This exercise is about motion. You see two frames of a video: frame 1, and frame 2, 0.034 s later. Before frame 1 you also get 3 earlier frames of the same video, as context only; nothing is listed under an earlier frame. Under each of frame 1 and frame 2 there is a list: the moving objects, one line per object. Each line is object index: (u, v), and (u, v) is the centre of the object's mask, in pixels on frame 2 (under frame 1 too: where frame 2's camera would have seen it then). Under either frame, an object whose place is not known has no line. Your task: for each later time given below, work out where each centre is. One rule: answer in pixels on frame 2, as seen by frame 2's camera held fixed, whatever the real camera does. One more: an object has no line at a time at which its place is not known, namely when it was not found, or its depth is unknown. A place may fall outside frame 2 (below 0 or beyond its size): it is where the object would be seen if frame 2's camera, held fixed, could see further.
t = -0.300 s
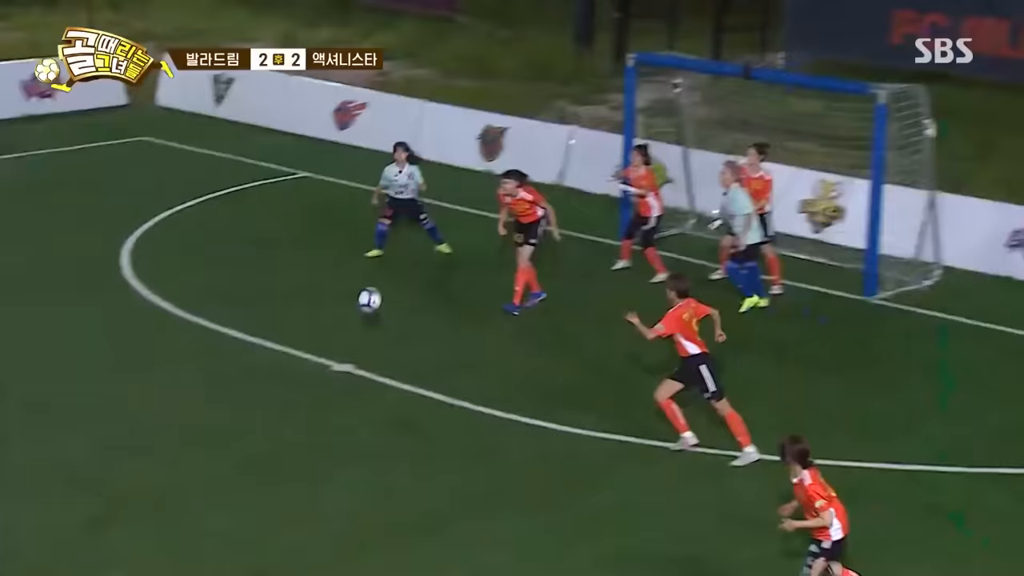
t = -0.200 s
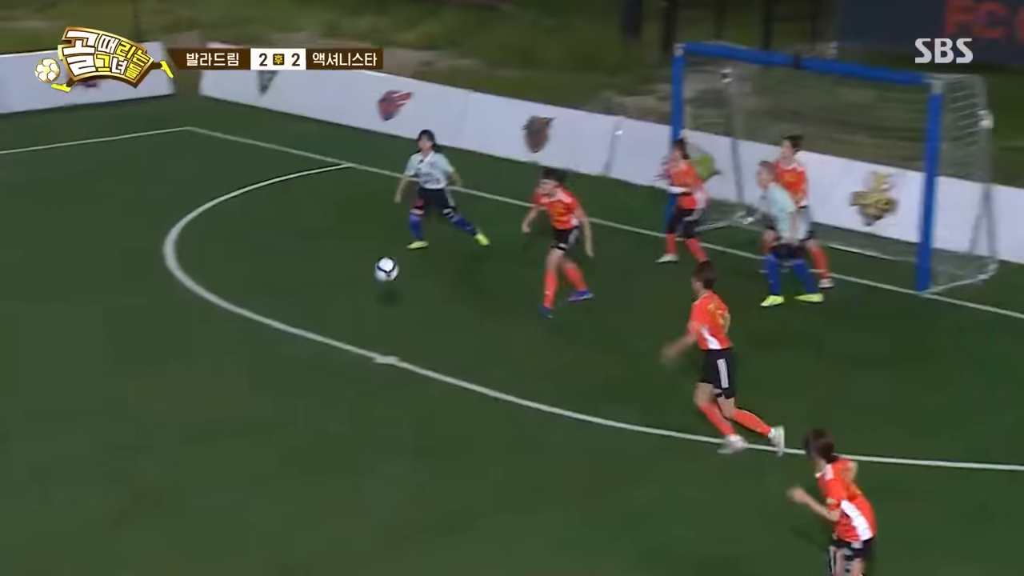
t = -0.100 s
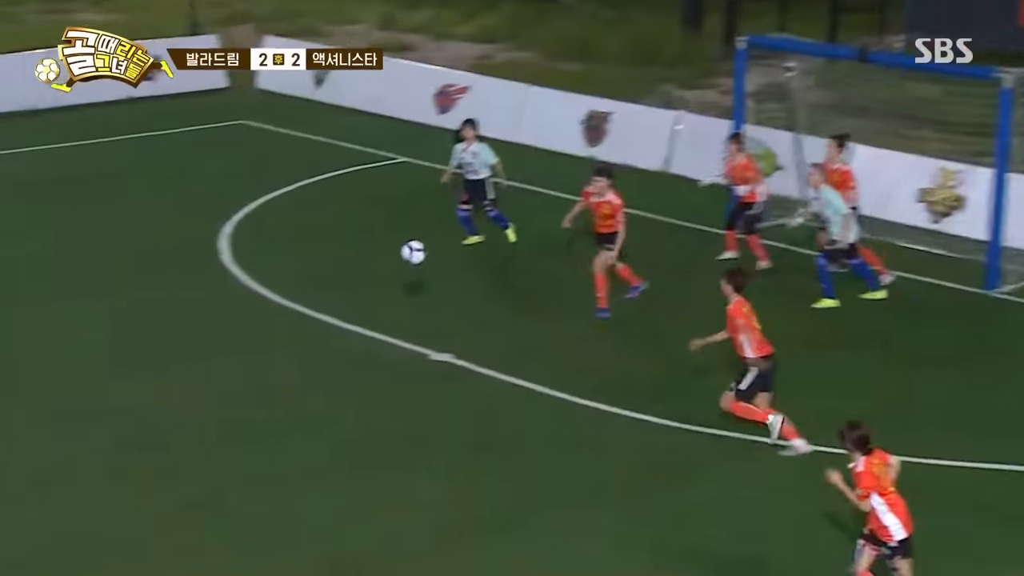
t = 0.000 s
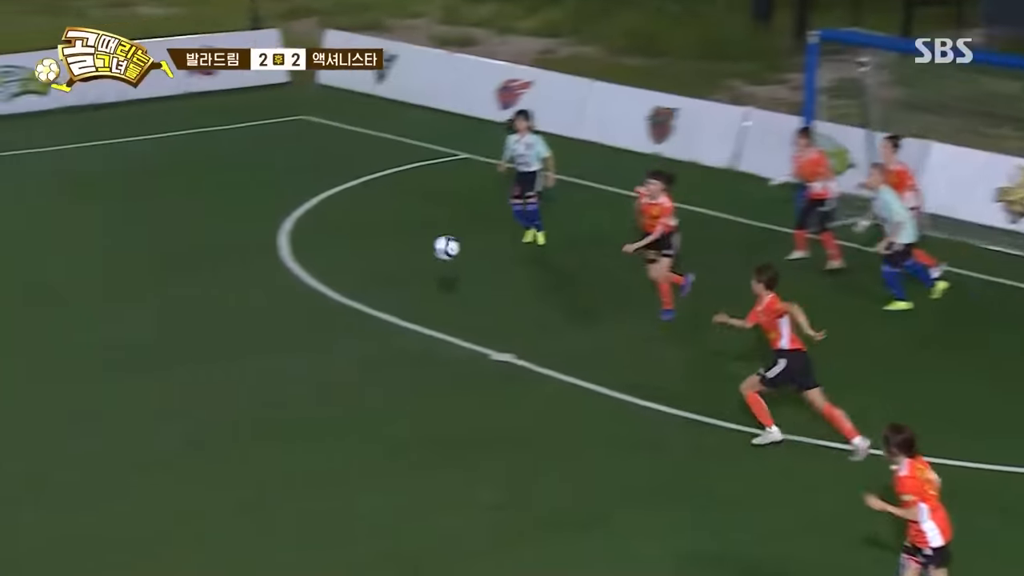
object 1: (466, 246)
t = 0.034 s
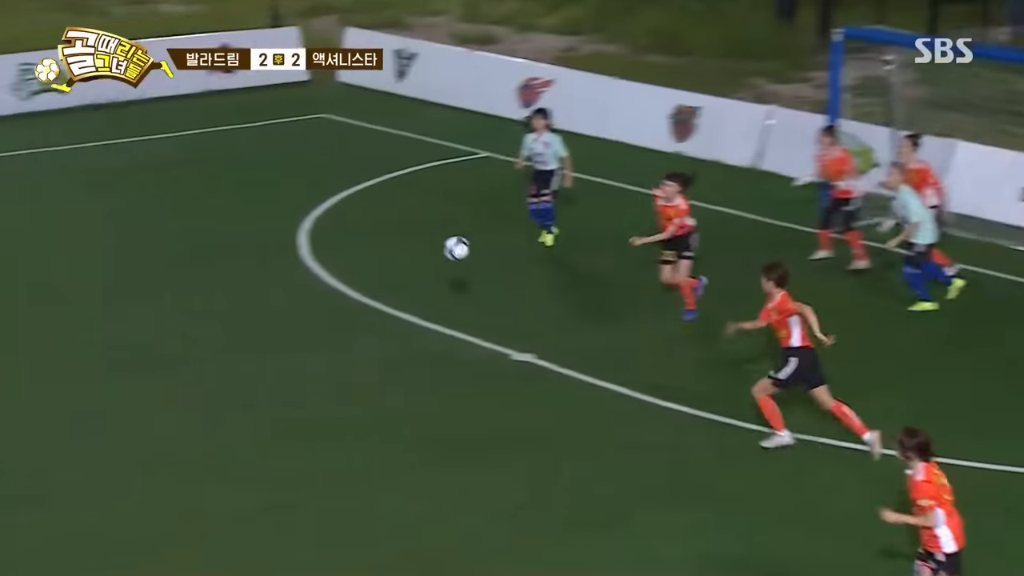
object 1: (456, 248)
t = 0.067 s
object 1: (447, 251)
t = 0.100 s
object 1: (437, 255)
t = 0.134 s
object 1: (428, 260)
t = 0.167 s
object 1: (418, 267)
